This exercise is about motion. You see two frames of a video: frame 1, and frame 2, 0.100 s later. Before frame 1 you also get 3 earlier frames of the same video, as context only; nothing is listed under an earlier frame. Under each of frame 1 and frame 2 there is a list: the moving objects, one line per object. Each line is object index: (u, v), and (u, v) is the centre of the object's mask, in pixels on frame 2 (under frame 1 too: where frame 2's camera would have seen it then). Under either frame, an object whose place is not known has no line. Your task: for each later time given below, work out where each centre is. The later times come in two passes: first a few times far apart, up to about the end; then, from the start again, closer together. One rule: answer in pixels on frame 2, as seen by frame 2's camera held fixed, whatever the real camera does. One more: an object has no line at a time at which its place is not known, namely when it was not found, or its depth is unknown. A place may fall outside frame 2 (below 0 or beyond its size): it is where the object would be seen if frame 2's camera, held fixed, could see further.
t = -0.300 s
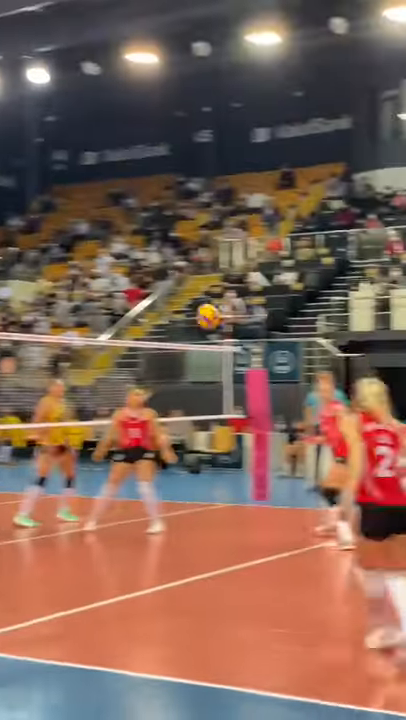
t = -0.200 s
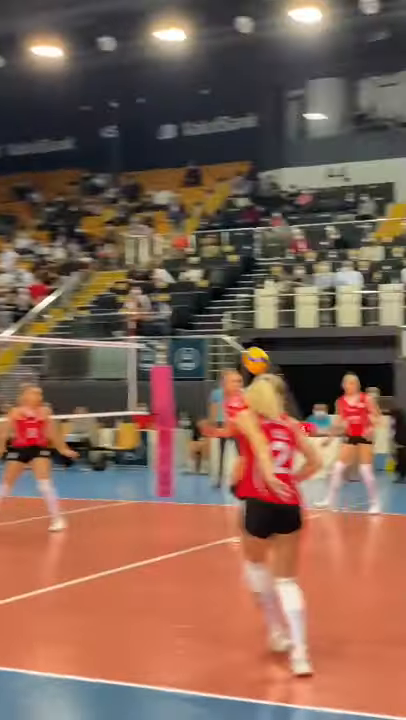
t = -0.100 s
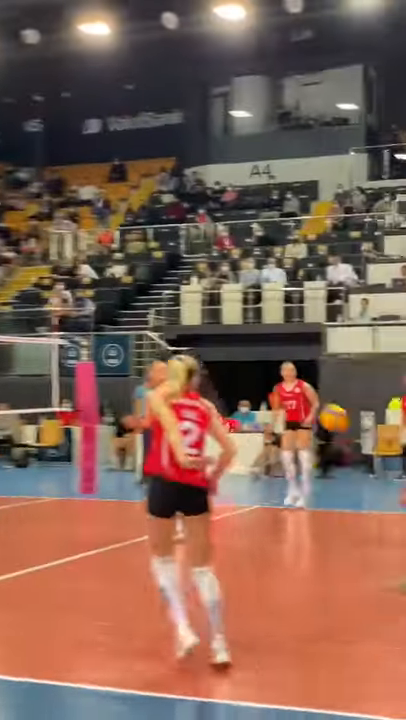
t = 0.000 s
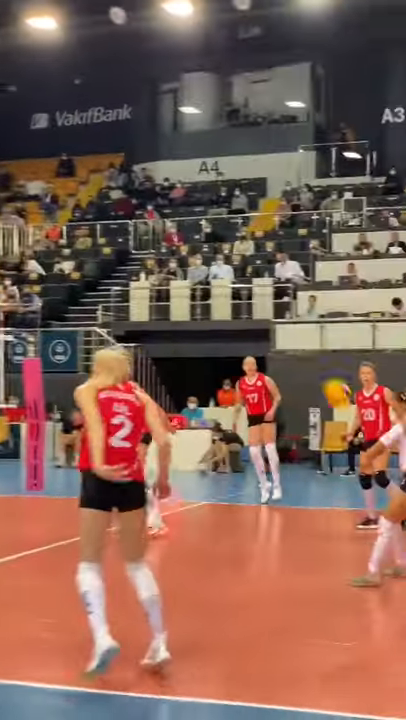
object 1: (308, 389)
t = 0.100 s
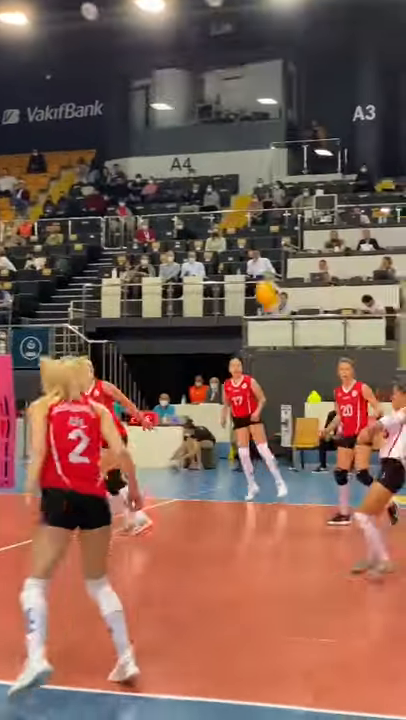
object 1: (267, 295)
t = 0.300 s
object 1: (196, 153)
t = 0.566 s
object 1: (117, 54)
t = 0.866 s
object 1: (42, 37)
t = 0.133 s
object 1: (253, 266)
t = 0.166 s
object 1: (243, 241)
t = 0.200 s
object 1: (230, 217)
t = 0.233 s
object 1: (218, 193)
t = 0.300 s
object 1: (196, 153)
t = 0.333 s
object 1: (184, 136)
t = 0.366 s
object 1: (174, 121)
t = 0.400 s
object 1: (164, 107)
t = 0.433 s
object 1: (154, 93)
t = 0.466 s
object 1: (144, 83)
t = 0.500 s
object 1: (135, 71)
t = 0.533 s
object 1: (125, 62)
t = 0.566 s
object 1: (117, 54)
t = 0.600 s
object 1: (108, 48)
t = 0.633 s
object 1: (99, 42)
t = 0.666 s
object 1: (90, 38)
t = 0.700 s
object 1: (82, 35)
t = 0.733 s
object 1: (74, 33)
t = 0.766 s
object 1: (65, 32)
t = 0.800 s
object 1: (57, 33)
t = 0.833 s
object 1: (49, 35)
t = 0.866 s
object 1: (42, 37)
